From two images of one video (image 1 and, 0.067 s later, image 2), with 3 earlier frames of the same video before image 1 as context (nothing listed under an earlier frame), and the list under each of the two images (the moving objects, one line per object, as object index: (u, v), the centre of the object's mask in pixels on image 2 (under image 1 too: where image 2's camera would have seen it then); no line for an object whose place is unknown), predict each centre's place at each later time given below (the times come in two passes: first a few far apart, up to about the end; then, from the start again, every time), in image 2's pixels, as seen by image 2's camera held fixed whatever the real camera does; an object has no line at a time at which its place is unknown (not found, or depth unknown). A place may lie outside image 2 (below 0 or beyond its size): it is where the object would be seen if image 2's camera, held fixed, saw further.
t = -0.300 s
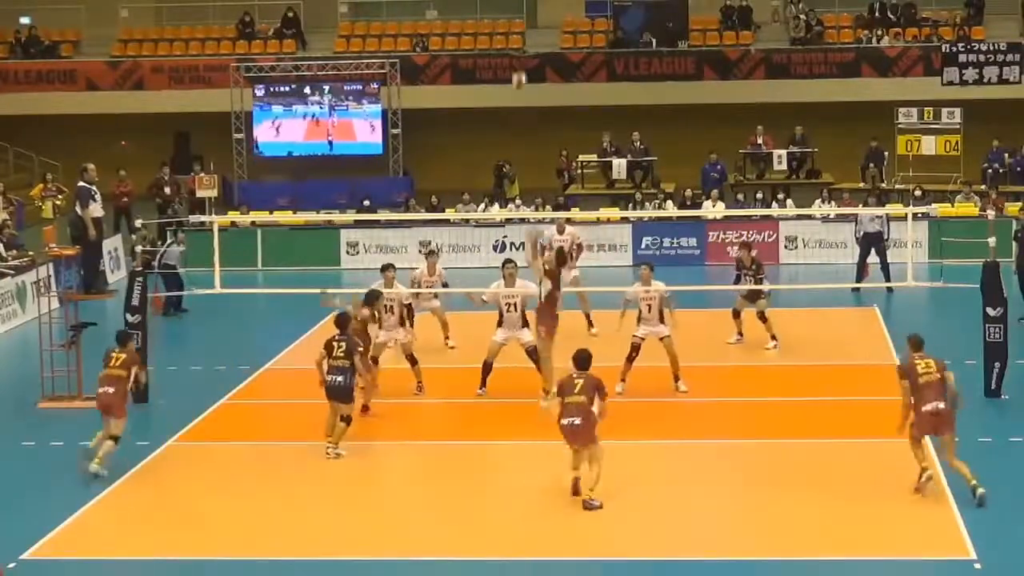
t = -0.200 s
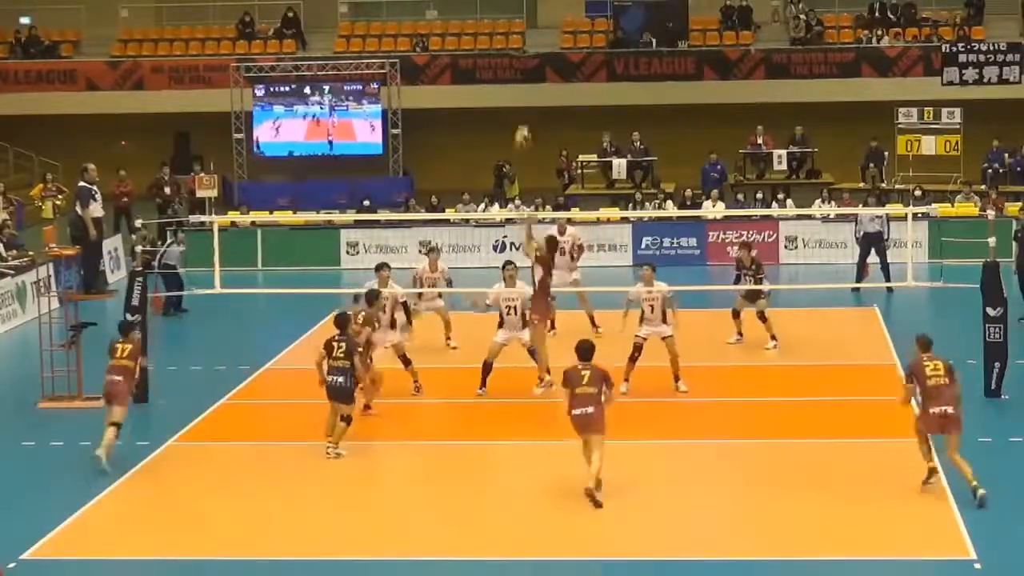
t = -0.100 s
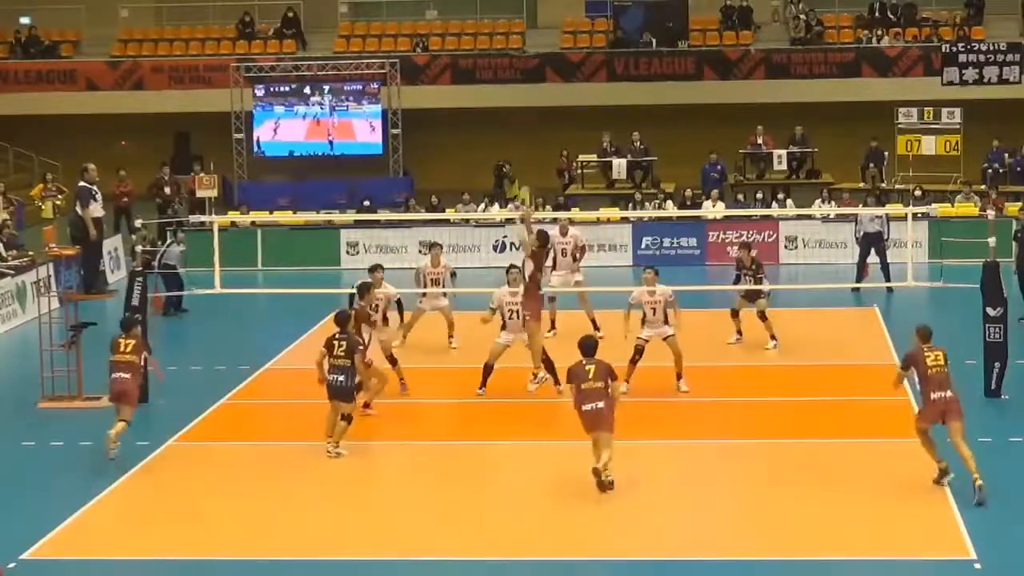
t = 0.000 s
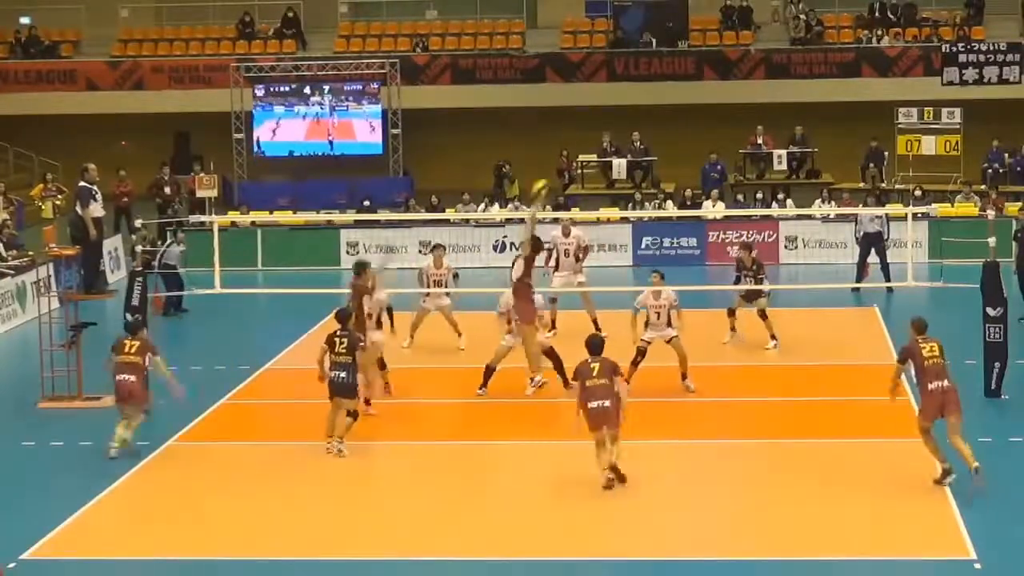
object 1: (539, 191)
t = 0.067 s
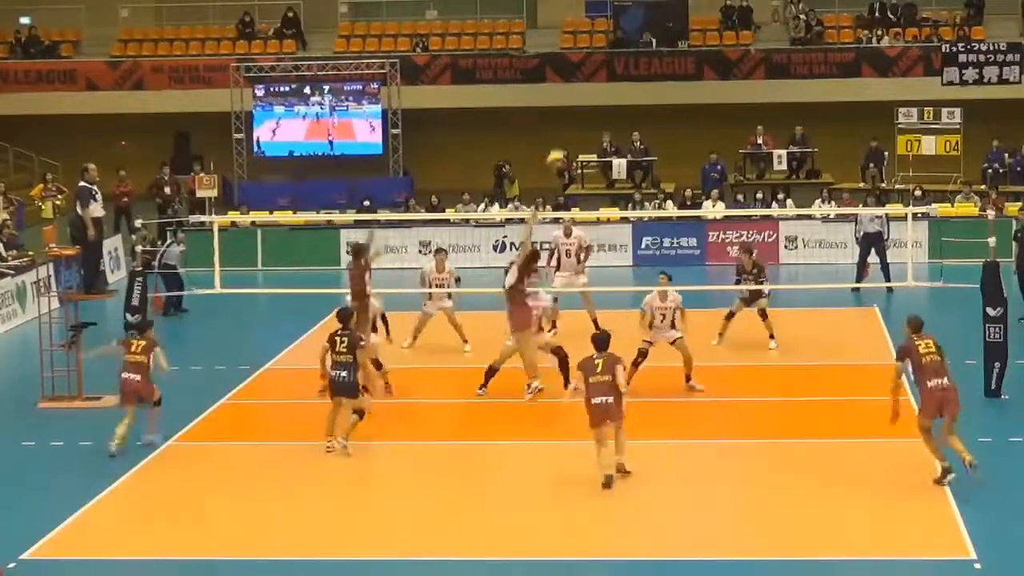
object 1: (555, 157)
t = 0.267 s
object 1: (605, 88)
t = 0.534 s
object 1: (670, 52)
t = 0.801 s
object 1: (733, 72)
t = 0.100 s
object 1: (565, 144)
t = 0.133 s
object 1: (572, 131)
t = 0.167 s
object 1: (580, 120)
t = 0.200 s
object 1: (588, 109)
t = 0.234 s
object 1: (595, 96)
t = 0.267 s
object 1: (605, 88)
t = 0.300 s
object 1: (613, 81)
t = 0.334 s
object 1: (621, 74)
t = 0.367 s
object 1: (629, 70)
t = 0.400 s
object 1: (637, 64)
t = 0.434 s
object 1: (645, 60)
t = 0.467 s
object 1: (653, 56)
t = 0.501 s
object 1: (662, 54)
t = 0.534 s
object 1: (670, 52)
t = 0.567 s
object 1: (678, 52)
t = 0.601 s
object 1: (685, 52)
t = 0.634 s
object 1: (693, 53)
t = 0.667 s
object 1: (701, 56)
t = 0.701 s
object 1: (709, 59)
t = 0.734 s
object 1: (716, 63)
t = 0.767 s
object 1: (725, 67)
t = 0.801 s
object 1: (733, 72)
